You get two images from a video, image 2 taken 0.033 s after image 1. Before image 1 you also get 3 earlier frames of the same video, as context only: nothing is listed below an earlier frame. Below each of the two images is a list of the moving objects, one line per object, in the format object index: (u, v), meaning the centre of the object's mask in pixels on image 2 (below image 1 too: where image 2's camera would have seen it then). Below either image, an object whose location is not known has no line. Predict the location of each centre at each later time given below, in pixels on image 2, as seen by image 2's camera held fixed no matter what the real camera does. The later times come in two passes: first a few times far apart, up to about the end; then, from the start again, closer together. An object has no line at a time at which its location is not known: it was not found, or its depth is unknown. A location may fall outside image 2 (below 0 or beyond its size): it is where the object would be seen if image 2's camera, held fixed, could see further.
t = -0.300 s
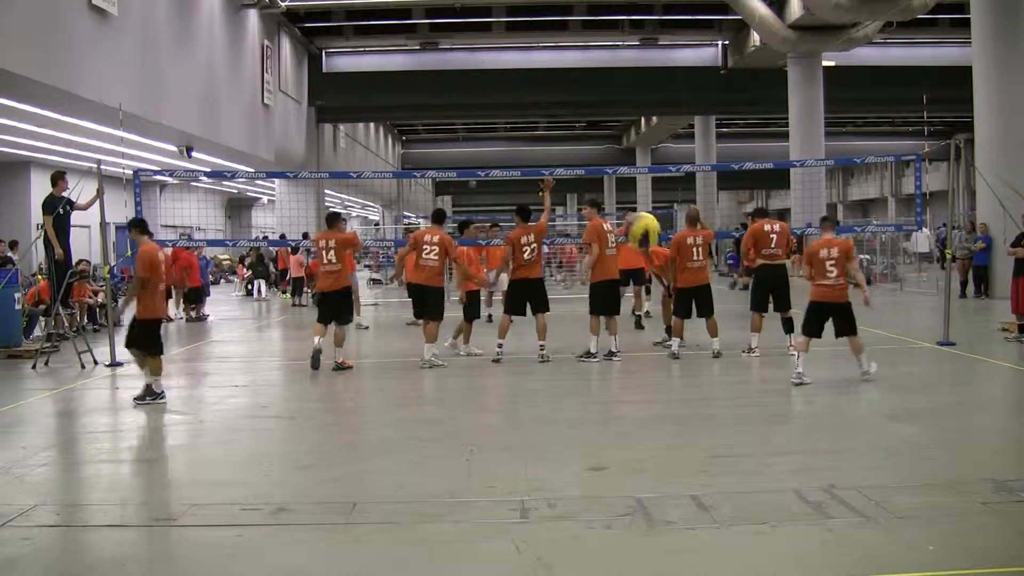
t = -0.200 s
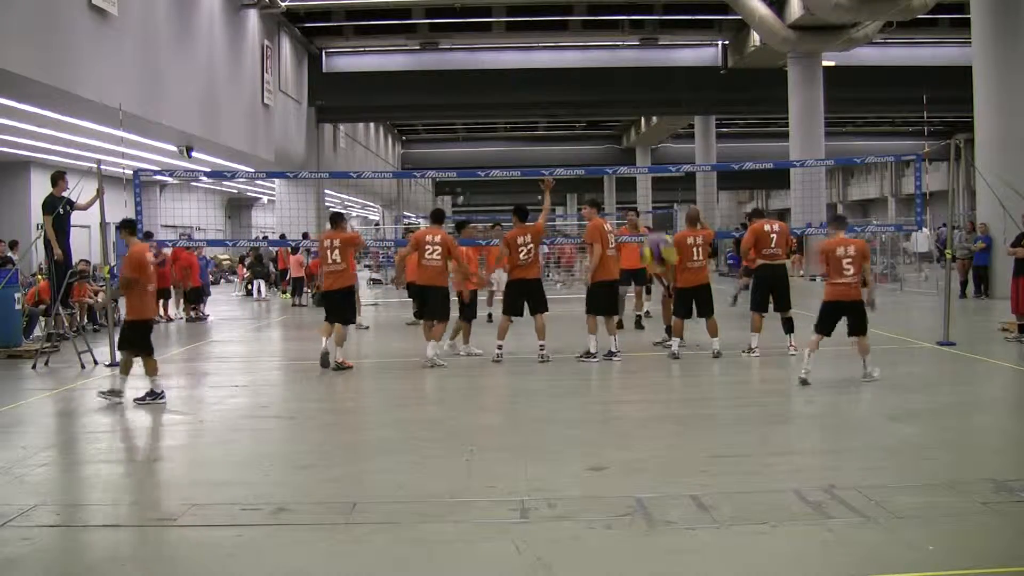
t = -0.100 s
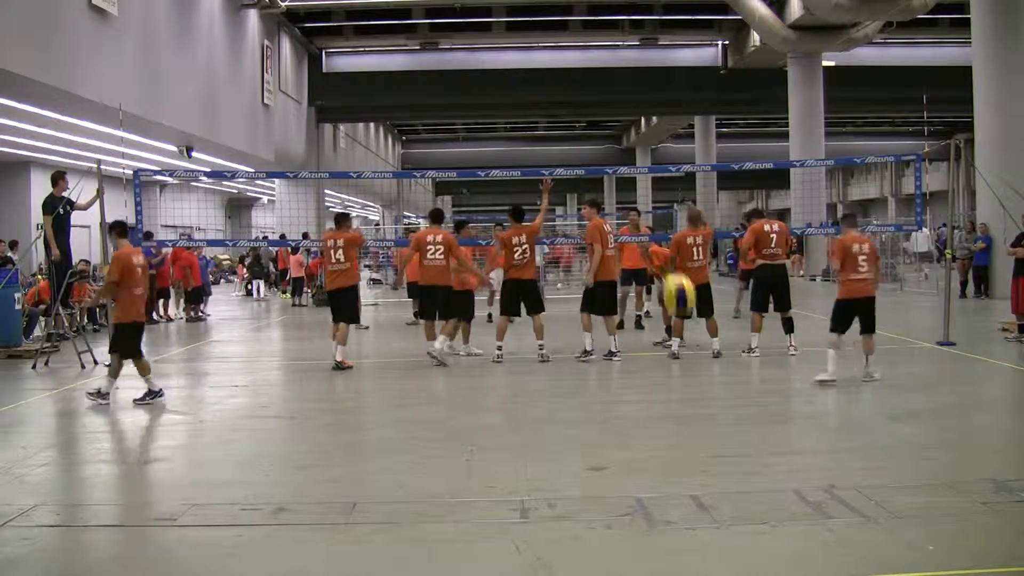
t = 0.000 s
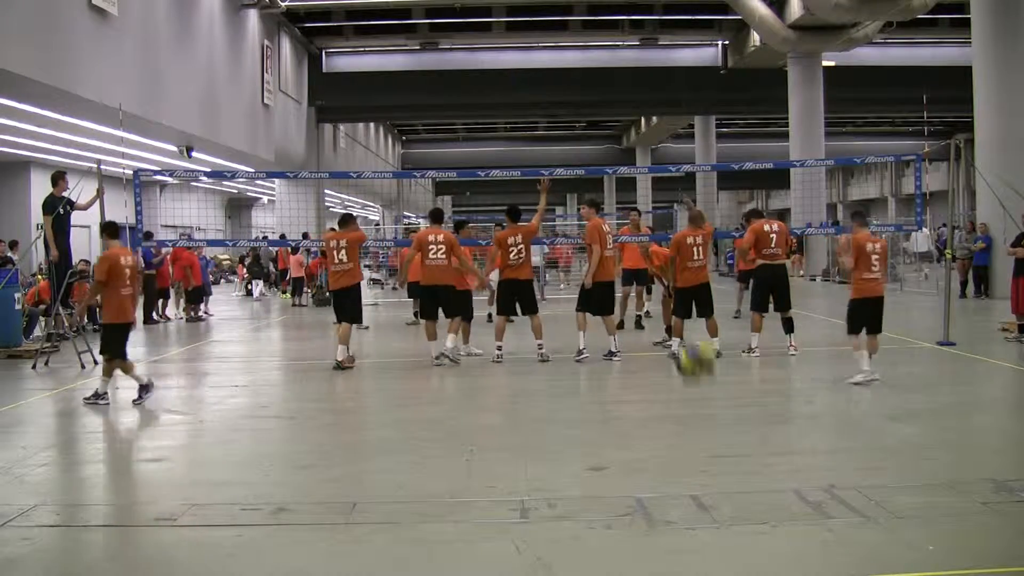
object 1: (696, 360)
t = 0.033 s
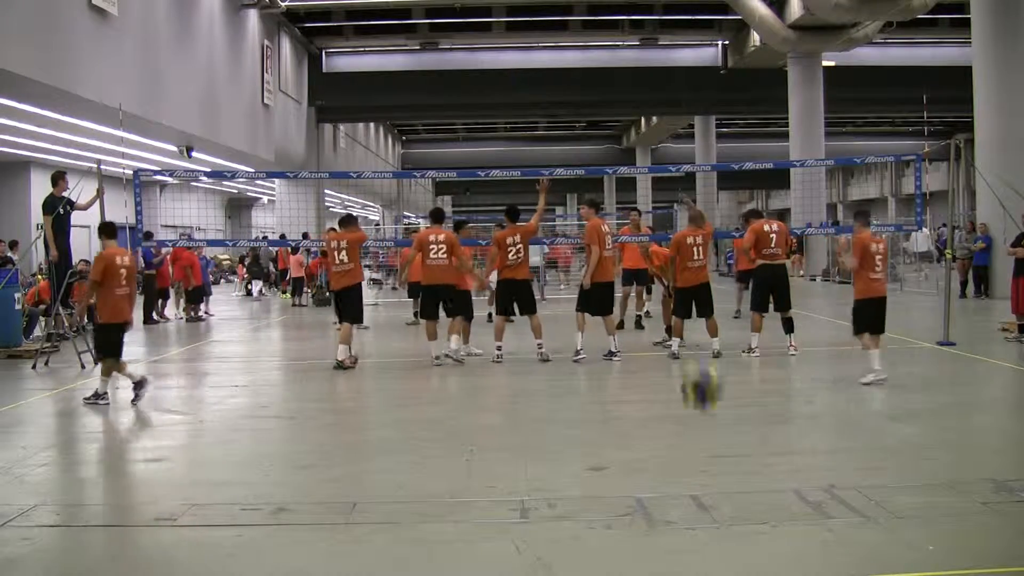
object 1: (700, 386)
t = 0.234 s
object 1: (744, 471)
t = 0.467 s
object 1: (804, 359)
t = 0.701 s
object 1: (875, 358)
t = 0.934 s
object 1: (963, 517)
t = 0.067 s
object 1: (707, 416)
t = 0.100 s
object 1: (715, 448)
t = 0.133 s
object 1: (722, 484)
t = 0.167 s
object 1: (729, 519)
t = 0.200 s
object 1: (737, 493)
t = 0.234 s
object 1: (744, 471)
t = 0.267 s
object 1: (752, 451)
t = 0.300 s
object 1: (760, 429)
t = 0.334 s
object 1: (769, 411)
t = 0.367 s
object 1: (777, 394)
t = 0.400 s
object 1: (785, 380)
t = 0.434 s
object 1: (795, 370)
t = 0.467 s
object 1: (804, 359)
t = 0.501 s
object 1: (813, 351)
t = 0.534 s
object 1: (823, 345)
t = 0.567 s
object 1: (832, 342)
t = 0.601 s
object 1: (843, 342)
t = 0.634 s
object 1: (853, 344)
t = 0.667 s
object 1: (864, 350)
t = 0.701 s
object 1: (875, 358)
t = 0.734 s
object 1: (888, 372)
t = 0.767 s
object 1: (898, 385)
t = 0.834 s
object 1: (924, 425)
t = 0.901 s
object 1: (949, 481)
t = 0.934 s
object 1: (963, 517)
